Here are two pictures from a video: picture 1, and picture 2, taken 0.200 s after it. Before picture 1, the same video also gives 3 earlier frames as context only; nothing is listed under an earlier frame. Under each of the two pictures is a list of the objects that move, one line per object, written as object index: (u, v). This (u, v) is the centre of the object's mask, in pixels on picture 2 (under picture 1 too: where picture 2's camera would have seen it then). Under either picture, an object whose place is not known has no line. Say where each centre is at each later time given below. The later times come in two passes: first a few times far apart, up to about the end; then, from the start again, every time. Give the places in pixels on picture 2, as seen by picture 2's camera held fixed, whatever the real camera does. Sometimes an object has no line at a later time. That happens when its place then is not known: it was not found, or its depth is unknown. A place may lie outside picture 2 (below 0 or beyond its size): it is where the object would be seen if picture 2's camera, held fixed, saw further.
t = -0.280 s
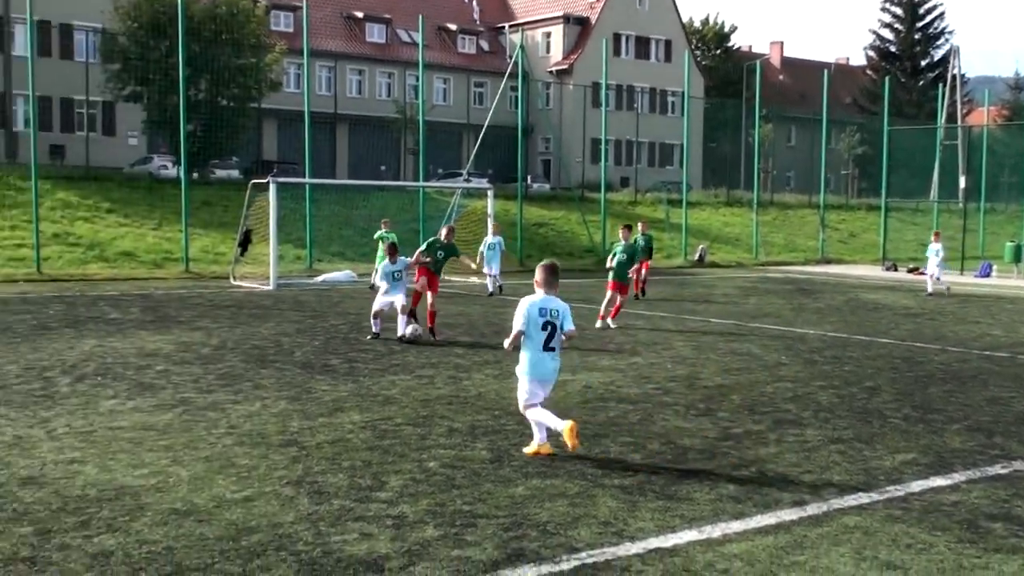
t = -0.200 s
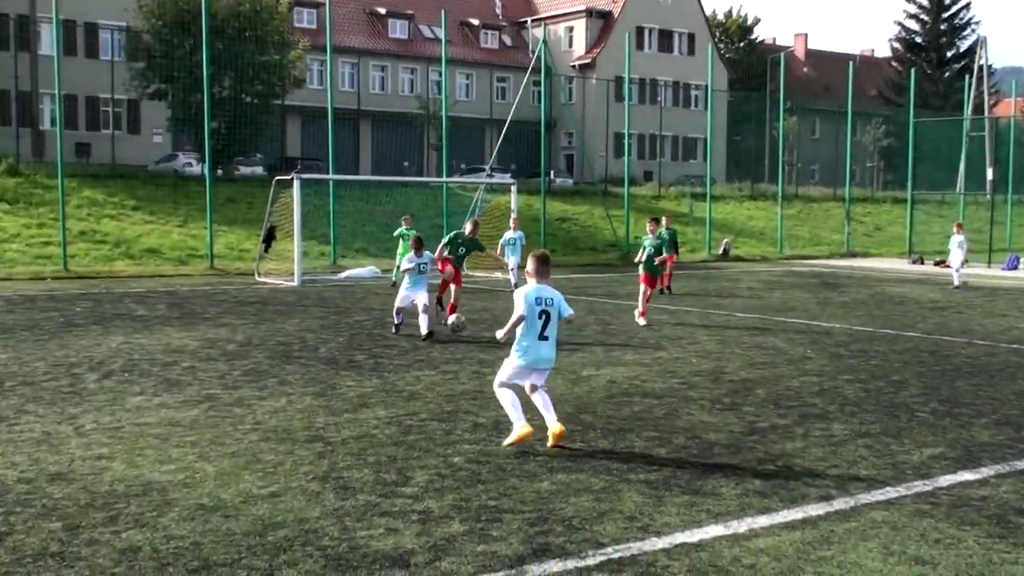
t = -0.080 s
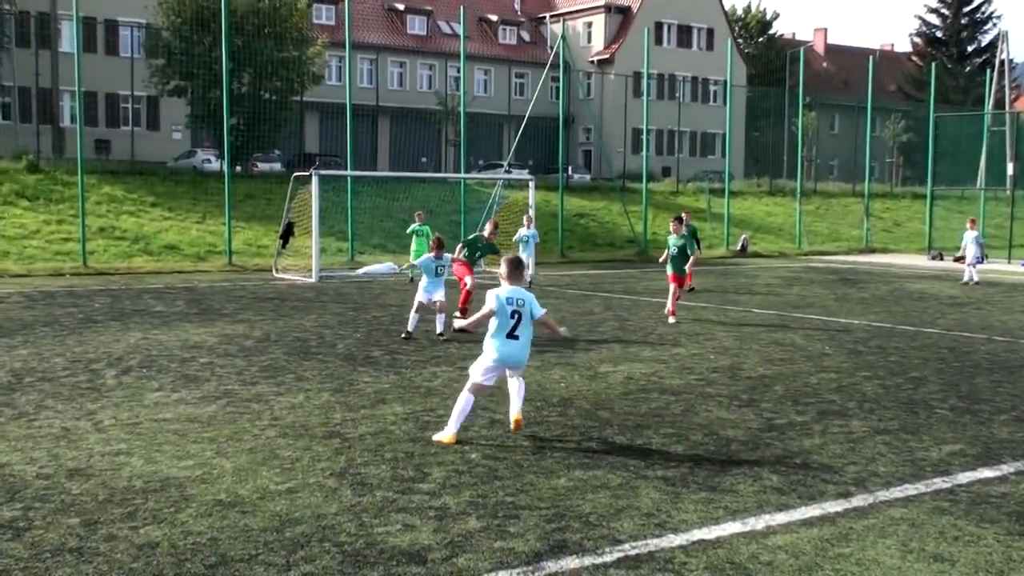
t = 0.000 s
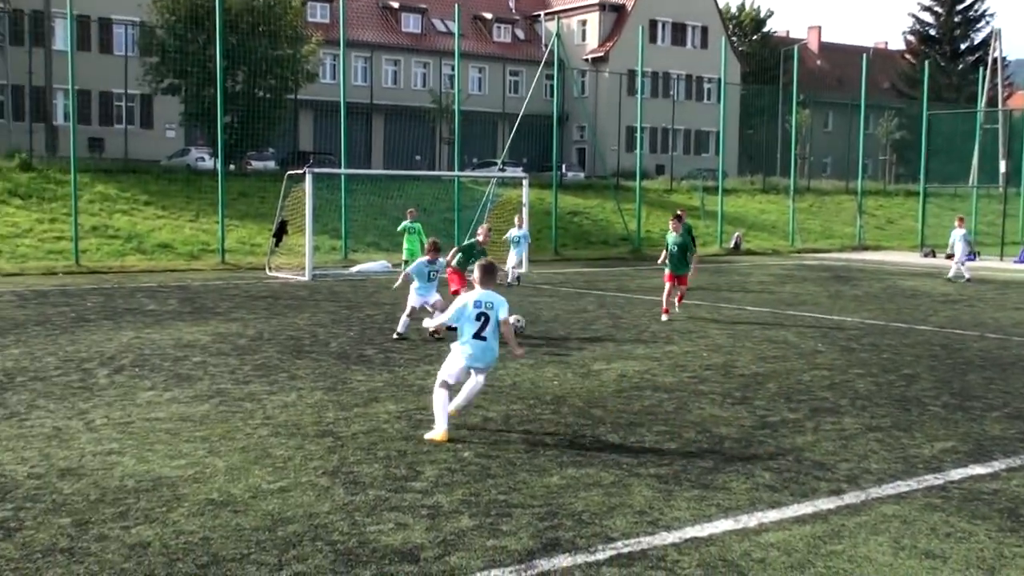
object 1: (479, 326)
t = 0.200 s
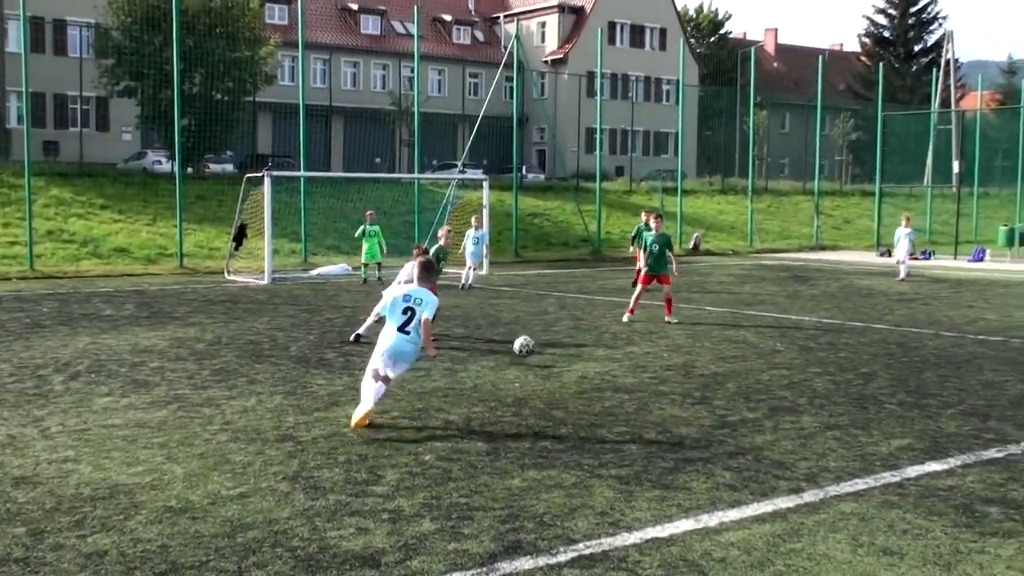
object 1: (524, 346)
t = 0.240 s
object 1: (531, 344)
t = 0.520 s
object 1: (579, 362)
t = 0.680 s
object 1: (592, 363)
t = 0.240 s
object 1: (531, 344)
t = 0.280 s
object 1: (538, 344)
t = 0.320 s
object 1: (545, 345)
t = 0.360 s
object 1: (552, 347)
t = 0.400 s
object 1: (560, 352)
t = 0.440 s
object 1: (567, 358)
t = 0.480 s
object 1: (575, 366)
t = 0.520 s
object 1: (579, 362)
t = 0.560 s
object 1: (582, 360)
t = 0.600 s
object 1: (586, 359)
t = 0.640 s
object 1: (589, 360)
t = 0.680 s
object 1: (592, 363)
